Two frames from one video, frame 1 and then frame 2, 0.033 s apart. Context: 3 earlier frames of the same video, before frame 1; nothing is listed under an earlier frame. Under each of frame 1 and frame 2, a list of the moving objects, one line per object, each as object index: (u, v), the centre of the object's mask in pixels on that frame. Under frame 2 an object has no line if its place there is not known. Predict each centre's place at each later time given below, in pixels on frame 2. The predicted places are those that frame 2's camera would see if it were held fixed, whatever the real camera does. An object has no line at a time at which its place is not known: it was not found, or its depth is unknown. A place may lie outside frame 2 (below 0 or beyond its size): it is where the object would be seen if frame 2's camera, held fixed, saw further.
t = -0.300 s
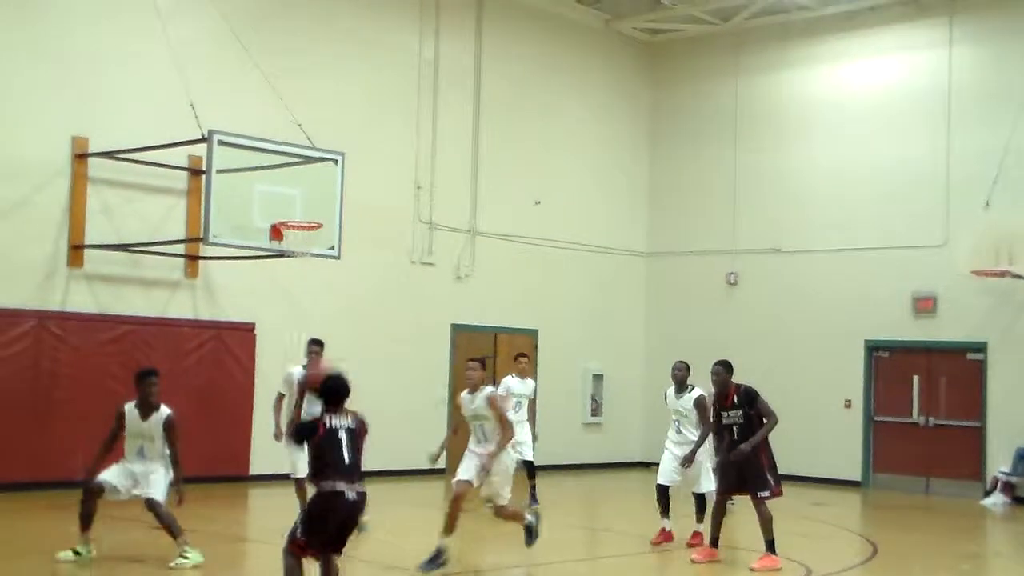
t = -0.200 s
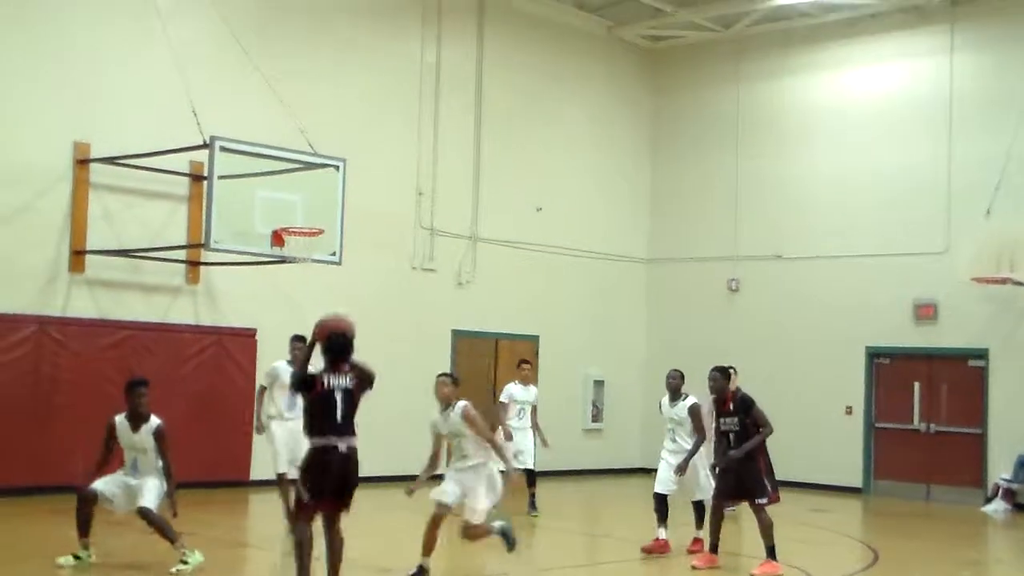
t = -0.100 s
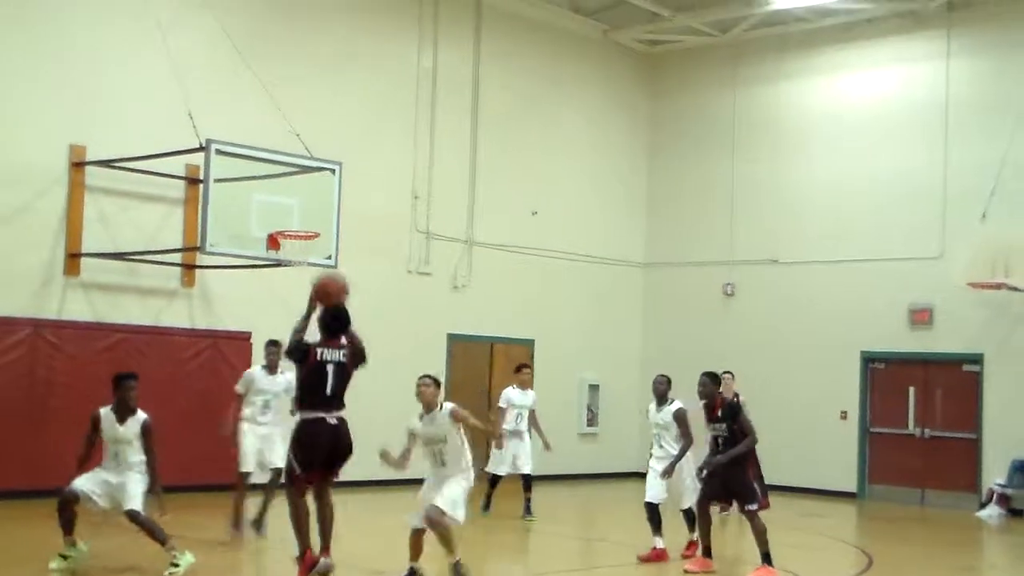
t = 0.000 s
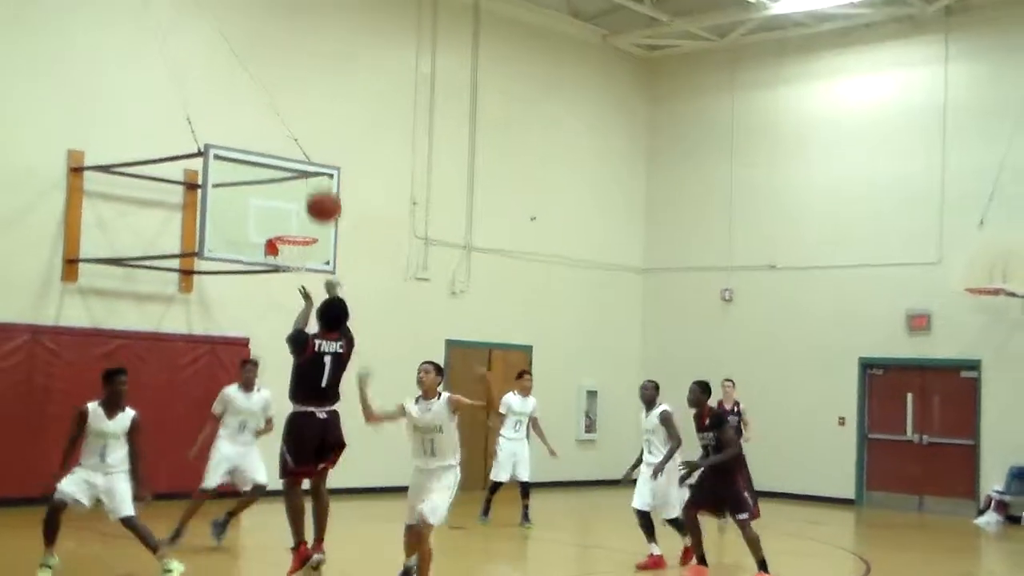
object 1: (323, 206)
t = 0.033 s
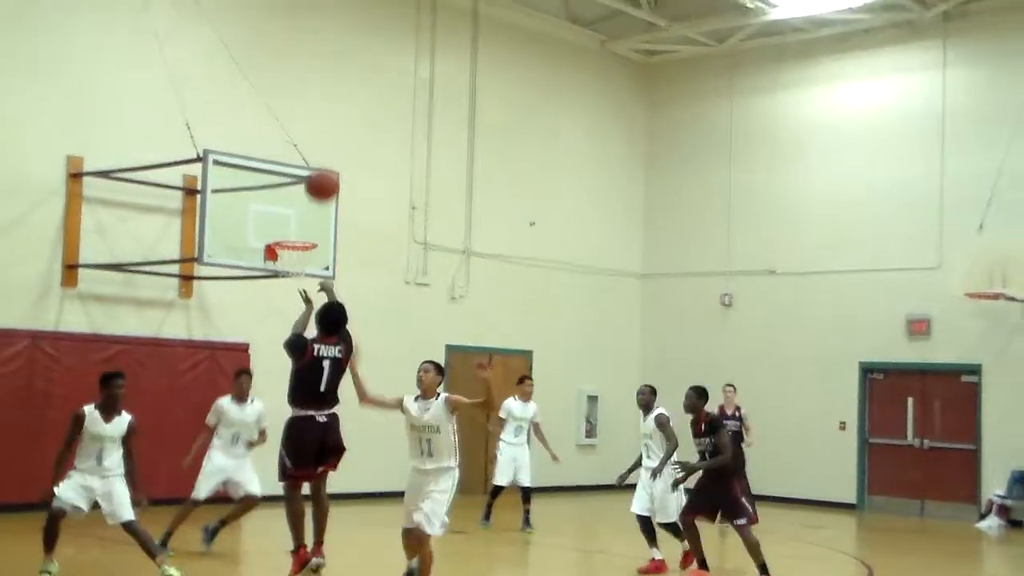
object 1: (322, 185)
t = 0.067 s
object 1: (320, 163)
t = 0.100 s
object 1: (318, 142)
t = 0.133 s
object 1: (315, 121)
